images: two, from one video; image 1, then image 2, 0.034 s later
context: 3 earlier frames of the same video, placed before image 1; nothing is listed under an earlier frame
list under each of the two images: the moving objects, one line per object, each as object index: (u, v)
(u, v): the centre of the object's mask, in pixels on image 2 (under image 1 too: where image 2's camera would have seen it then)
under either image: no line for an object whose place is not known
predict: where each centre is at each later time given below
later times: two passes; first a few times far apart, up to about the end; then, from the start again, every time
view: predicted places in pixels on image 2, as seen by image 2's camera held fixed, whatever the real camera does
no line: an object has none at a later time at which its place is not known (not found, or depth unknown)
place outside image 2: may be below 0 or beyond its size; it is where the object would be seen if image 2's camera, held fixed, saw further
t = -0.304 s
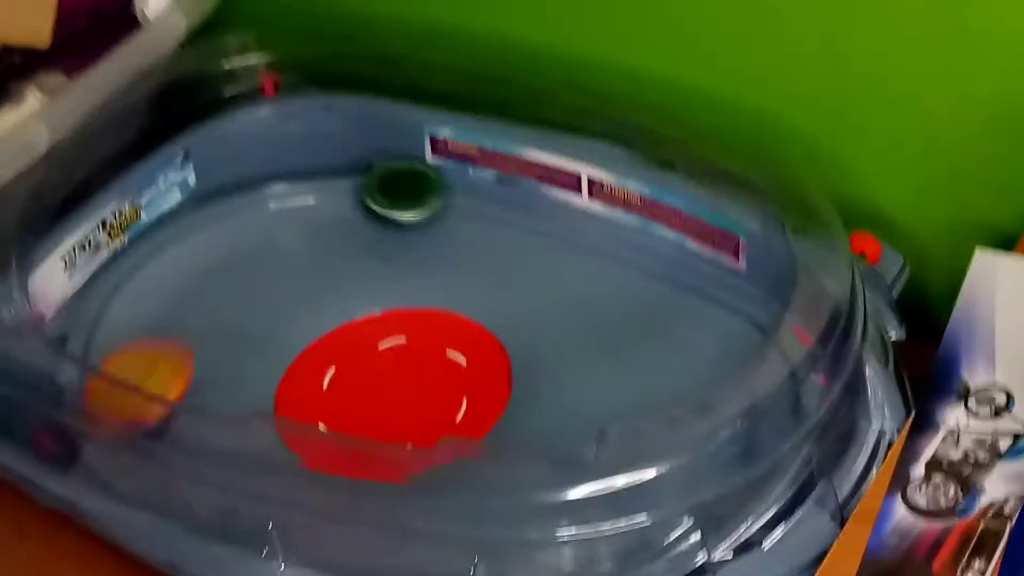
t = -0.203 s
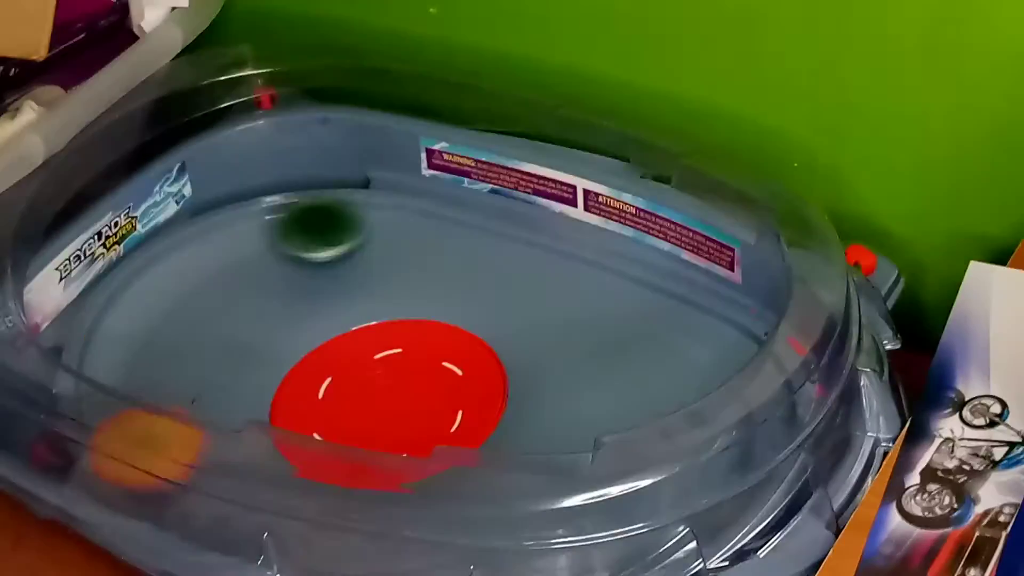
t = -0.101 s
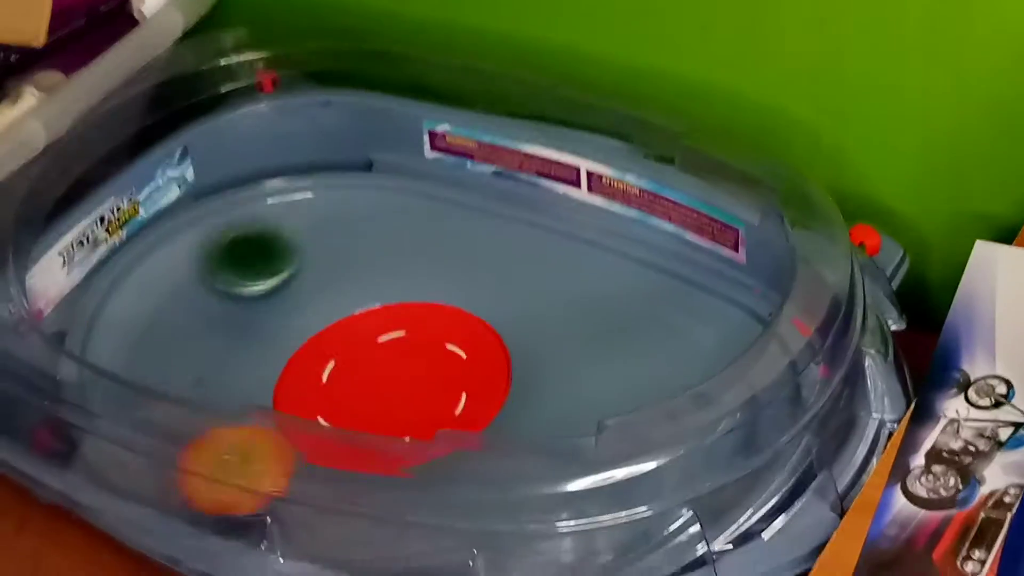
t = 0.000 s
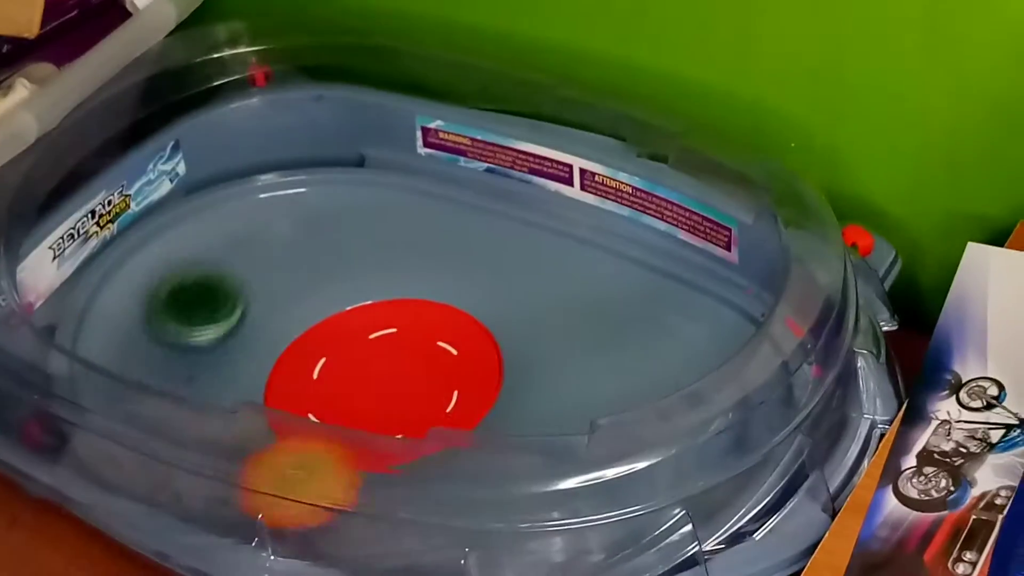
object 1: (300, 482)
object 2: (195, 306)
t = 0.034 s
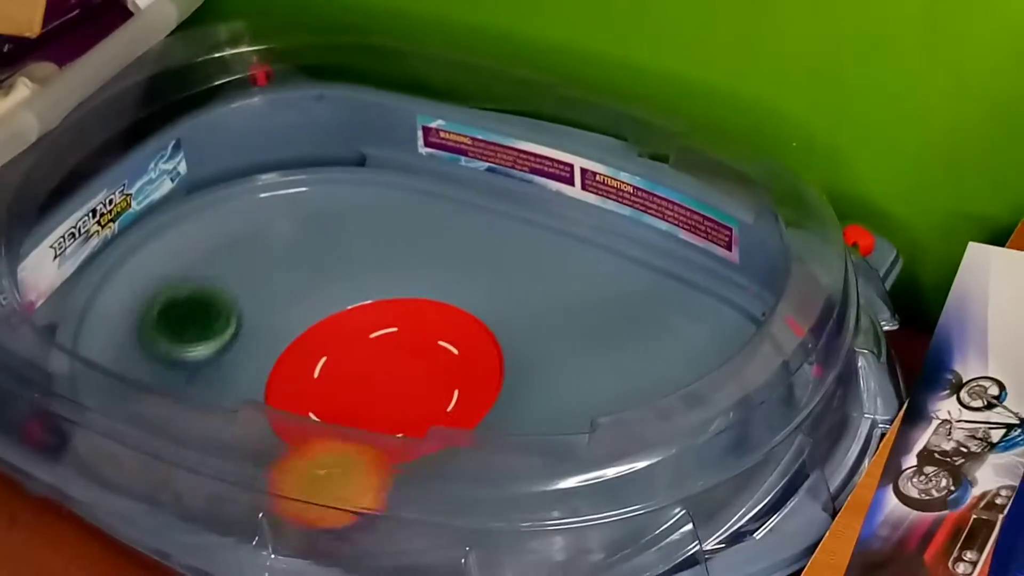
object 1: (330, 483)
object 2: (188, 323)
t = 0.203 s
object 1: (477, 451)
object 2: (222, 392)
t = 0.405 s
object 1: (572, 365)
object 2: (459, 401)
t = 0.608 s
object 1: (745, 288)
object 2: (425, 281)
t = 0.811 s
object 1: (673, 329)
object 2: (307, 261)
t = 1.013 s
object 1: (702, 356)
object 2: (253, 342)
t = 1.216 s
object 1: (707, 403)
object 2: (387, 429)
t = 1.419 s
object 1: (669, 448)
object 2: (555, 343)
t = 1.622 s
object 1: (596, 497)
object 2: (588, 286)
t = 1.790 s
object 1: (525, 504)
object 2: (581, 277)
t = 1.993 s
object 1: (425, 503)
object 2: (555, 293)
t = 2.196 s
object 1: (308, 482)
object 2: (476, 333)
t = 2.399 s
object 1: (196, 452)
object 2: (347, 388)
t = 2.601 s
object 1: (128, 407)
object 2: (330, 436)
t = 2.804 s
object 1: (113, 364)
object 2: (392, 435)
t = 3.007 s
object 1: (139, 335)
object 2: (425, 393)
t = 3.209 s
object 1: (201, 318)
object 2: (358, 352)
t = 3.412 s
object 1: (218, 287)
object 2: (321, 389)
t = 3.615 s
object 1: (212, 256)
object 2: (346, 402)
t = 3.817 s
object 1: (237, 256)
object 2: (356, 387)
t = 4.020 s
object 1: (278, 299)
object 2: (348, 378)
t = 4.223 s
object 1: (281, 236)
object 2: (402, 444)
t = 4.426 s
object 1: (324, 210)
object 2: (425, 408)
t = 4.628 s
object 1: (375, 229)
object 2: (395, 368)
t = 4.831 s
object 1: (425, 255)
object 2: (290, 391)
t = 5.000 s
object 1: (484, 252)
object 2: (275, 425)
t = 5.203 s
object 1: (545, 298)
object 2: (341, 398)
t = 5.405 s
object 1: (553, 377)
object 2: (352, 347)
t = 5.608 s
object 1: (490, 463)
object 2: (336, 308)
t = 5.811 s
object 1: (379, 511)
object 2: (339, 298)
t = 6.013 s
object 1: (276, 480)
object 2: (348, 311)
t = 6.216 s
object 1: (205, 424)
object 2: (374, 340)
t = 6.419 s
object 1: (191, 355)
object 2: (395, 370)
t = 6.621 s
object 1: (223, 303)
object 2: (397, 398)
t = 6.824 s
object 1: (286, 302)
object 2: (392, 409)
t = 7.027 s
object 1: (397, 341)
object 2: (396, 411)
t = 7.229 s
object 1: (504, 289)
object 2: (369, 432)
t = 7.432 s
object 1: (535, 302)
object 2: (364, 405)
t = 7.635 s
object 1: (499, 345)
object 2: (324, 378)
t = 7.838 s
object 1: (377, 386)
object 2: (295, 347)
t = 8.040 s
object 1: (248, 399)
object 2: (288, 334)
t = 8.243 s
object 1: (173, 376)
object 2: (317, 337)
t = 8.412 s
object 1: (154, 347)
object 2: (354, 343)
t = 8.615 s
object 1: (183, 326)
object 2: (402, 353)
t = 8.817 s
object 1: (260, 346)
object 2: (432, 368)
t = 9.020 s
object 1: (347, 374)
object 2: (481, 374)
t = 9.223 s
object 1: (331, 366)
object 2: (476, 372)
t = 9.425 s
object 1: (325, 347)
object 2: (427, 402)
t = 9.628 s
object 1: (303, 308)
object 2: (400, 414)
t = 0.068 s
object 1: (360, 484)
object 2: (186, 340)
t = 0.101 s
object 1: (391, 477)
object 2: (188, 354)
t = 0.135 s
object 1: (420, 473)
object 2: (198, 367)
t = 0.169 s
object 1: (449, 465)
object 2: (208, 380)
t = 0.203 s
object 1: (477, 451)
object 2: (222, 392)
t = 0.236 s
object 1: (502, 438)
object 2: (244, 405)
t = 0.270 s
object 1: (524, 425)
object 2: (281, 421)
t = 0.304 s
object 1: (541, 402)
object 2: (319, 429)
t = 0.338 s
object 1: (554, 393)
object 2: (366, 431)
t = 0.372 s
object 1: (564, 379)
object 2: (411, 421)
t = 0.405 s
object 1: (572, 365)
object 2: (459, 401)
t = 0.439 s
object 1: (582, 346)
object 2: (490, 389)
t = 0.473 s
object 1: (624, 323)
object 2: (484, 367)
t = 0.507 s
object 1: (675, 312)
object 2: (471, 344)
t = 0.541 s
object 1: (718, 306)
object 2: (457, 323)
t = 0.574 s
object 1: (740, 290)
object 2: (441, 298)
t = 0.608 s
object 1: (745, 288)
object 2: (425, 281)
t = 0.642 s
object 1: (743, 292)
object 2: (409, 268)
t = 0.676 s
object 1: (726, 305)
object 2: (388, 260)
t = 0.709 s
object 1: (713, 313)
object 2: (368, 257)
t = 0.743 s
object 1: (697, 322)
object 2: (346, 254)
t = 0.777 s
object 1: (683, 326)
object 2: (326, 256)
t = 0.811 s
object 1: (673, 329)
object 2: (307, 261)
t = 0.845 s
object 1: (670, 332)
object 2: (291, 269)
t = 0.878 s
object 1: (673, 332)
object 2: (277, 278)
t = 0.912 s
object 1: (681, 335)
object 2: (267, 292)
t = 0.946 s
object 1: (688, 339)
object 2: (259, 307)
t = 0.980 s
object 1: (698, 348)
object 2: (254, 323)
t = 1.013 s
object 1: (702, 356)
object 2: (253, 342)
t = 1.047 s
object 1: (706, 363)
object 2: (259, 363)
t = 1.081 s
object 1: (708, 372)
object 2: (271, 385)
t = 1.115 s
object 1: (710, 379)
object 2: (293, 404)
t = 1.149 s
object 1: (709, 387)
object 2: (320, 419)
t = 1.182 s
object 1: (709, 396)
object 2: (352, 427)
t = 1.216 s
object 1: (707, 403)
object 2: (387, 429)
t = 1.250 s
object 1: (704, 408)
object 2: (418, 411)
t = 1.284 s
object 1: (702, 415)
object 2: (457, 405)
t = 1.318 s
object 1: (697, 421)
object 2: (490, 395)
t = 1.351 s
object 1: (690, 430)
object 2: (517, 378)
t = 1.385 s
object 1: (681, 439)
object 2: (540, 360)
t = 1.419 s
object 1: (669, 448)
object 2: (555, 343)
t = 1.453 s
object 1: (656, 457)
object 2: (568, 329)
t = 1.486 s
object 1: (642, 468)
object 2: (576, 317)
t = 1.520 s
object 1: (628, 478)
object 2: (582, 307)
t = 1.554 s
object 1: (617, 489)
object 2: (585, 298)
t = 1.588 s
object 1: (606, 493)
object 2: (587, 291)
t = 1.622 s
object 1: (596, 497)
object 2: (588, 286)
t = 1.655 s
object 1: (580, 495)
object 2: (588, 281)
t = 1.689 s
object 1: (568, 497)
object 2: (587, 279)
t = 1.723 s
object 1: (555, 501)
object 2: (585, 277)
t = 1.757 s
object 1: (540, 504)
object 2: (583, 277)
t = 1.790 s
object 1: (525, 504)
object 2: (581, 277)
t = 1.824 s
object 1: (513, 507)
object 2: (578, 278)
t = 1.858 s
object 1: (499, 505)
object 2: (574, 279)
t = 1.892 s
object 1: (486, 505)
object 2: (570, 282)
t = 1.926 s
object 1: (468, 504)
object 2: (565, 285)
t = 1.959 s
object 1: (446, 504)
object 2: (560, 289)
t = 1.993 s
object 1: (425, 503)
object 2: (555, 293)
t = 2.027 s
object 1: (407, 501)
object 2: (549, 297)
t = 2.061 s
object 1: (388, 497)
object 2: (541, 302)
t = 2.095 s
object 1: (369, 493)
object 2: (530, 308)
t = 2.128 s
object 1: (348, 490)
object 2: (516, 315)
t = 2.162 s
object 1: (328, 485)
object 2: (497, 324)
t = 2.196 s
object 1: (308, 482)
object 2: (476, 333)
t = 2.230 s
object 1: (288, 478)
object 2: (453, 342)
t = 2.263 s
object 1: (268, 474)
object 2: (428, 351)
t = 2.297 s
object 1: (249, 469)
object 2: (404, 359)
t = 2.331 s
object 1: (232, 463)
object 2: (382, 367)
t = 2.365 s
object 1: (214, 457)
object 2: (363, 377)
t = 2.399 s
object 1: (196, 452)
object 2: (347, 388)
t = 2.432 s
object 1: (180, 445)
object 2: (336, 394)
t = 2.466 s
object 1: (167, 438)
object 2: (330, 400)
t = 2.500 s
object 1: (153, 432)
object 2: (328, 405)
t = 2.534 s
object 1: (145, 422)
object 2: (318, 422)
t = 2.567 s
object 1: (136, 415)
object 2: (319, 433)
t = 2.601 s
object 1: (128, 407)
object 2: (330, 436)
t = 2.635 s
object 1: (123, 400)
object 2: (340, 439)
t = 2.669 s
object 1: (118, 393)
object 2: (351, 441)
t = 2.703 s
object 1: (114, 387)
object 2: (363, 442)
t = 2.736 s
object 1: (113, 379)
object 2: (374, 441)
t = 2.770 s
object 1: (112, 372)
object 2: (383, 438)
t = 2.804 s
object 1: (113, 364)
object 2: (392, 435)
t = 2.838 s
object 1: (114, 359)
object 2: (401, 431)
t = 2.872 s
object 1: (117, 354)
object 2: (408, 425)
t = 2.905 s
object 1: (121, 348)
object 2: (416, 411)
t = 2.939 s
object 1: (128, 340)
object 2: (422, 407)
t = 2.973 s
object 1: (132, 338)
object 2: (425, 402)
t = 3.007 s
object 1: (139, 335)
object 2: (425, 393)
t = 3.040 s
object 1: (147, 331)
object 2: (422, 384)
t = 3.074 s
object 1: (157, 328)
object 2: (415, 374)
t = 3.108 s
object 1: (166, 324)
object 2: (405, 366)
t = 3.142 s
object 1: (176, 322)
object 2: (391, 360)
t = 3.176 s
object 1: (188, 320)
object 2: (375, 355)
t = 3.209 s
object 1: (201, 318)
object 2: (358, 352)
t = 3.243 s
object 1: (215, 318)
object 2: (339, 349)
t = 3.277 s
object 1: (229, 319)
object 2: (320, 349)
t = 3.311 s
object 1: (231, 305)
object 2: (314, 357)
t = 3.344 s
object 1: (228, 297)
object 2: (316, 371)
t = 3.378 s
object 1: (224, 293)
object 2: (318, 383)
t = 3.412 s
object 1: (218, 287)
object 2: (321, 389)
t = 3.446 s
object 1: (214, 280)
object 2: (325, 395)
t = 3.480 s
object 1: (212, 274)
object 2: (329, 398)
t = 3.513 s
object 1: (211, 268)
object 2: (333, 400)
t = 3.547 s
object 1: (211, 264)
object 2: (338, 402)
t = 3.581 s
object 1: (211, 259)
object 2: (342, 402)
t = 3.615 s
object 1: (212, 256)
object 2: (346, 402)
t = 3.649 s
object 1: (214, 254)
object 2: (349, 402)
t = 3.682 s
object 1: (218, 252)
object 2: (352, 400)
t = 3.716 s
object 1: (221, 251)
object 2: (354, 398)
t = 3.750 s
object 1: (226, 252)
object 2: (355, 396)
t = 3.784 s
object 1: (231, 253)
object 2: (356, 392)
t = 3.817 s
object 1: (237, 256)
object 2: (356, 387)
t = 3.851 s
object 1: (244, 260)
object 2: (355, 383)
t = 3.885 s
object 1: (251, 266)
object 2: (353, 378)
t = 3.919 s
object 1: (259, 273)
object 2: (351, 374)
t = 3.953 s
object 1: (266, 284)
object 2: (348, 370)
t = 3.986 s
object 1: (273, 301)
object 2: (345, 365)
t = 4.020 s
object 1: (278, 299)
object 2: (348, 378)
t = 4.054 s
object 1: (276, 287)
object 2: (356, 401)
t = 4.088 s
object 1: (271, 274)
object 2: (363, 423)
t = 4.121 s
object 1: (271, 264)
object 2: (371, 434)
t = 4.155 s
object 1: (273, 254)
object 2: (381, 440)
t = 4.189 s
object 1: (276, 244)
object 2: (392, 444)
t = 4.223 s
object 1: (281, 236)
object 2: (402, 444)
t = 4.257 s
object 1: (287, 229)
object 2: (410, 440)
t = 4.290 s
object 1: (293, 223)
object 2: (416, 436)
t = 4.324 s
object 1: (300, 217)
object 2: (420, 431)
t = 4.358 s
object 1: (308, 214)
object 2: (423, 426)
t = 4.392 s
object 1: (316, 211)
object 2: (424, 419)
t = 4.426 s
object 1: (324, 210)
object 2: (425, 408)
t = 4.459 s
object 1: (333, 210)
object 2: (425, 403)
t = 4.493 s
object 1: (342, 211)
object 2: (423, 396)
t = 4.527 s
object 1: (351, 213)
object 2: (419, 388)
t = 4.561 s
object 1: (360, 217)
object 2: (412, 381)
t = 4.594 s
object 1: (368, 222)
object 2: (404, 374)
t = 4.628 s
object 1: (375, 229)
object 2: (395, 368)
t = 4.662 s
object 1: (380, 239)
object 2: (385, 363)
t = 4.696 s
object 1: (381, 252)
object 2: (374, 359)
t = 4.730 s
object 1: (379, 267)
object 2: (364, 356)
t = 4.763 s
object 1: (389, 271)
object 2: (343, 364)
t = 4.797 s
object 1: (410, 260)
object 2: (311, 382)
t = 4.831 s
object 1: (425, 255)
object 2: (290, 391)
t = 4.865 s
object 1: (435, 253)
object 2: (276, 394)
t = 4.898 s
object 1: (445, 250)
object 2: (270, 397)
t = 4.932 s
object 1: (458, 249)
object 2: (264, 419)
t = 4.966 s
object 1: (471, 249)
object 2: (268, 422)
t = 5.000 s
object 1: (484, 252)
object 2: (275, 425)
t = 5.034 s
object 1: (497, 256)
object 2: (285, 424)
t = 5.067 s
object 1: (509, 261)
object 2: (294, 423)
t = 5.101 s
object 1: (519, 268)
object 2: (308, 419)
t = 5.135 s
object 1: (530, 277)
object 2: (319, 414)
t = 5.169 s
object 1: (538, 287)
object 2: (335, 402)
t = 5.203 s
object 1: (545, 298)
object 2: (341, 398)
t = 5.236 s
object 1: (551, 310)
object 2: (346, 392)
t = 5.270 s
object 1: (555, 322)
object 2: (351, 383)
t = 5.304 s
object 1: (556, 335)
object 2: (353, 375)
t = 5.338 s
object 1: (557, 348)
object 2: (354, 366)
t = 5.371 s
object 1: (556, 363)
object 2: (353, 357)
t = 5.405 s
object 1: (553, 377)
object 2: (352, 347)
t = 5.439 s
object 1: (548, 391)
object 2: (349, 339)
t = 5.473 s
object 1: (542, 401)
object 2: (346, 331)
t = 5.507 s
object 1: (532, 422)
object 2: (343, 324)
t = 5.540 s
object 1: (520, 438)
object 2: (341, 317)
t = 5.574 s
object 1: (506, 453)
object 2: (339, 312)
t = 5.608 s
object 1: (490, 463)
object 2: (336, 308)
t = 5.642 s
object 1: (468, 486)
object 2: (334, 304)
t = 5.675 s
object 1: (454, 490)
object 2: (332, 302)
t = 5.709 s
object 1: (432, 507)
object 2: (332, 300)
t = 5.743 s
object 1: (410, 516)
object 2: (333, 299)
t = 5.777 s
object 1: (395, 515)
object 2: (336, 298)
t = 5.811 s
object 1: (379, 511)
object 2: (339, 298)
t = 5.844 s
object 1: (362, 507)
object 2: (341, 298)
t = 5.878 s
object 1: (345, 503)
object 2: (342, 299)
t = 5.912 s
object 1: (326, 500)
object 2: (344, 300)
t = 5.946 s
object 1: (309, 495)
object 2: (344, 303)
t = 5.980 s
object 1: (293, 488)
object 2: (346, 306)
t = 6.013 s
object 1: (276, 480)
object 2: (348, 311)
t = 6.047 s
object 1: (262, 473)
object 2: (352, 315)
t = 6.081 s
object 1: (247, 464)
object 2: (355, 320)
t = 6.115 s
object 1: (236, 454)
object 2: (360, 325)
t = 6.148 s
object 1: (225, 444)
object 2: (365, 330)
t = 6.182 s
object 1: (214, 434)
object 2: (369, 336)
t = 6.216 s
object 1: (205, 424)
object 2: (374, 340)
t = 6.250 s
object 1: (201, 410)
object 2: (378, 346)
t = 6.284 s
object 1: (195, 399)
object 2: (383, 351)
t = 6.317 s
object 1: (192, 388)
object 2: (386, 356)
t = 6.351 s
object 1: (189, 377)
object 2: (390, 360)
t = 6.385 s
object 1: (191, 363)
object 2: (393, 365)
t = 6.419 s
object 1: (191, 355)
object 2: (395, 370)
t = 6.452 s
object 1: (193, 345)
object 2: (397, 375)
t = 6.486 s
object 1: (197, 334)
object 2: (397, 380)
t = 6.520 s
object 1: (202, 325)
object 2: (398, 385)
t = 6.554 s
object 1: (208, 316)
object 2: (398, 390)
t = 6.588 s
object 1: (215, 309)
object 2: (398, 394)
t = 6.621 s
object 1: (223, 303)
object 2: (397, 398)
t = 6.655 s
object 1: (231, 297)
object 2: (396, 400)
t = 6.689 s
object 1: (241, 293)
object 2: (395, 402)
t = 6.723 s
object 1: (252, 291)
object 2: (394, 404)
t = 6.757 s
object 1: (263, 291)
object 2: (393, 405)
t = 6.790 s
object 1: (275, 295)
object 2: (391, 408)
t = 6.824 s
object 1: (286, 302)
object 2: (392, 409)
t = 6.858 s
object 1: (298, 311)
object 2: (392, 410)
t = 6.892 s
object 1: (315, 318)
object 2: (393, 411)
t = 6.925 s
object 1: (333, 325)
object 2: (394, 413)
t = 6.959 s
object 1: (353, 332)
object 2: (395, 413)
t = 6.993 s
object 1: (374, 338)
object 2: (396, 412)
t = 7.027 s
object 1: (397, 341)
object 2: (396, 411)
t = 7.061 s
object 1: (424, 334)
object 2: (391, 414)
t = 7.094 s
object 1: (449, 324)
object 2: (377, 430)
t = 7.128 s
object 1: (470, 314)
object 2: (372, 432)
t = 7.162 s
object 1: (484, 304)
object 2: (370, 433)
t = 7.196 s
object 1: (494, 296)
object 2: (369, 432)
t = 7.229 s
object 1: (504, 289)
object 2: (369, 432)
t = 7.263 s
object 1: (513, 286)
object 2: (370, 430)
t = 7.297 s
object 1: (521, 286)
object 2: (370, 428)
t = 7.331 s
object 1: (527, 288)
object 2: (370, 424)
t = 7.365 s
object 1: (531, 291)
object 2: (369, 419)
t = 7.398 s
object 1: (534, 296)
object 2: (367, 413)
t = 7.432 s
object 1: (535, 302)
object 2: (364, 405)
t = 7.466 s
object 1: (534, 308)
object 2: (357, 401)
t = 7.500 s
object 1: (531, 315)
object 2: (350, 397)
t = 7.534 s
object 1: (527, 323)
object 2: (343, 394)
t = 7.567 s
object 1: (519, 330)
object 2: (336, 389)
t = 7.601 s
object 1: (510, 338)
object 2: (330, 384)
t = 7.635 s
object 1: (499, 345)
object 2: (324, 378)
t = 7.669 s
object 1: (486, 352)
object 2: (317, 372)
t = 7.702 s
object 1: (470, 358)
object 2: (312, 366)
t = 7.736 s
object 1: (452, 366)
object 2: (307, 360)
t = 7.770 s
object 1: (429, 372)
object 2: (303, 355)
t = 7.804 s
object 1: (404, 379)
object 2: (298, 350)
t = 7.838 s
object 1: (377, 386)
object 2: (295, 347)
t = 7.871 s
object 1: (351, 392)
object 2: (291, 343)
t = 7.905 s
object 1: (325, 394)
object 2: (289, 339)
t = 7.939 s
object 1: (303, 395)
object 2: (287, 337)
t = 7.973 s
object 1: (285, 393)
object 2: (286, 336)
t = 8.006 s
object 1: (265, 399)
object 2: (287, 335)
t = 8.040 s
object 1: (248, 399)
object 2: (288, 334)
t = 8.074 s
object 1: (234, 401)
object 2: (291, 334)
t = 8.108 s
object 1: (218, 400)
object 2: (294, 335)
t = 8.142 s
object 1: (204, 393)
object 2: (299, 335)
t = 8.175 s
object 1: (193, 389)
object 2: (305, 335)
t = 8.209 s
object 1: (182, 383)
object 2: (311, 336)
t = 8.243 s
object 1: (173, 376)
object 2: (317, 337)
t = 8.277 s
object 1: (165, 371)
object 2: (323, 339)
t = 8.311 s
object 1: (159, 366)
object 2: (331, 340)
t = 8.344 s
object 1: (156, 359)
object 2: (339, 341)
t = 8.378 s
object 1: (154, 353)
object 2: (346, 342)
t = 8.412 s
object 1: (154, 347)
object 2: (354, 343)
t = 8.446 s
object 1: (155, 343)
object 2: (363, 345)
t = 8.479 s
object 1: (158, 339)
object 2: (371, 347)
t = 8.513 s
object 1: (162, 334)
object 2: (379, 348)
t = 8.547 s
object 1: (168, 331)
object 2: (387, 350)
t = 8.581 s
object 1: (174, 328)
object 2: (395, 351)
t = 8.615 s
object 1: (183, 326)
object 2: (402, 353)
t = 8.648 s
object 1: (192, 324)
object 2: (408, 355)
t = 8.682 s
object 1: (202, 324)
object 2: (414, 358)
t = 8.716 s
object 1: (214, 326)
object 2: (420, 361)
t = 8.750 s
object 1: (227, 329)
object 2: (425, 363)
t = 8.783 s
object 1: (240, 334)
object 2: (429, 365)
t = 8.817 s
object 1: (260, 346)
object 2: (432, 368)
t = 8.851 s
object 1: (280, 357)
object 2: (436, 370)
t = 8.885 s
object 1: (305, 366)
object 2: (438, 372)
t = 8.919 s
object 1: (329, 373)
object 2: (440, 375)
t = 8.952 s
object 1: (347, 374)
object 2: (448, 377)
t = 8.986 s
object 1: (352, 373)
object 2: (467, 376)
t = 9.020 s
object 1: (347, 374)
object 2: (481, 374)
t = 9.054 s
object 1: (344, 372)
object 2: (490, 372)
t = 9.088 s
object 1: (341, 372)
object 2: (494, 370)
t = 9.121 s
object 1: (336, 371)
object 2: (494, 369)
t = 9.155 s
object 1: (333, 368)
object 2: (490, 369)
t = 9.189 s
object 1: (330, 367)
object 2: (484, 371)
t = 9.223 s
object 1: (331, 366)
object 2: (476, 372)
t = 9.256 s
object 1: (331, 366)
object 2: (468, 375)
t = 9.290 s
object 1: (331, 365)
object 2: (457, 379)
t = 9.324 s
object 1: (331, 364)
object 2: (445, 383)
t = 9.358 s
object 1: (334, 363)
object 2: (435, 387)
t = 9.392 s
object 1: (333, 362)
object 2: (428, 393)
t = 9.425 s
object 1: (325, 347)
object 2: (427, 402)
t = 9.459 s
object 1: (316, 336)
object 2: (425, 407)
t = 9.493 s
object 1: (312, 328)
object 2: (421, 410)
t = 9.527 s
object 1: (306, 320)
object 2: (416, 412)
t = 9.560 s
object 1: (301, 313)
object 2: (411, 413)
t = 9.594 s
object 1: (301, 308)
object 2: (406, 414)
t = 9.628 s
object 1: (303, 308)
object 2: (400, 414)
